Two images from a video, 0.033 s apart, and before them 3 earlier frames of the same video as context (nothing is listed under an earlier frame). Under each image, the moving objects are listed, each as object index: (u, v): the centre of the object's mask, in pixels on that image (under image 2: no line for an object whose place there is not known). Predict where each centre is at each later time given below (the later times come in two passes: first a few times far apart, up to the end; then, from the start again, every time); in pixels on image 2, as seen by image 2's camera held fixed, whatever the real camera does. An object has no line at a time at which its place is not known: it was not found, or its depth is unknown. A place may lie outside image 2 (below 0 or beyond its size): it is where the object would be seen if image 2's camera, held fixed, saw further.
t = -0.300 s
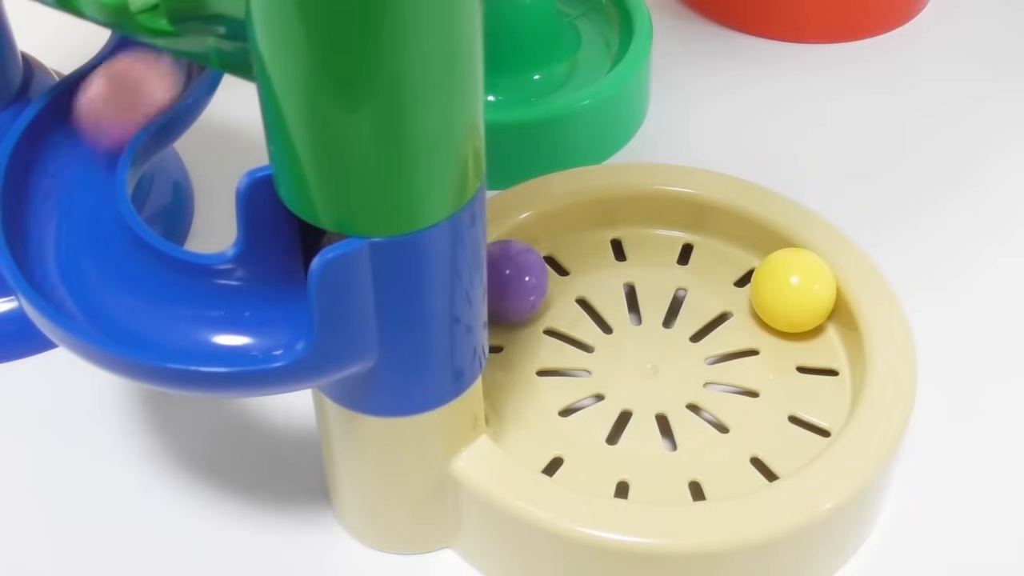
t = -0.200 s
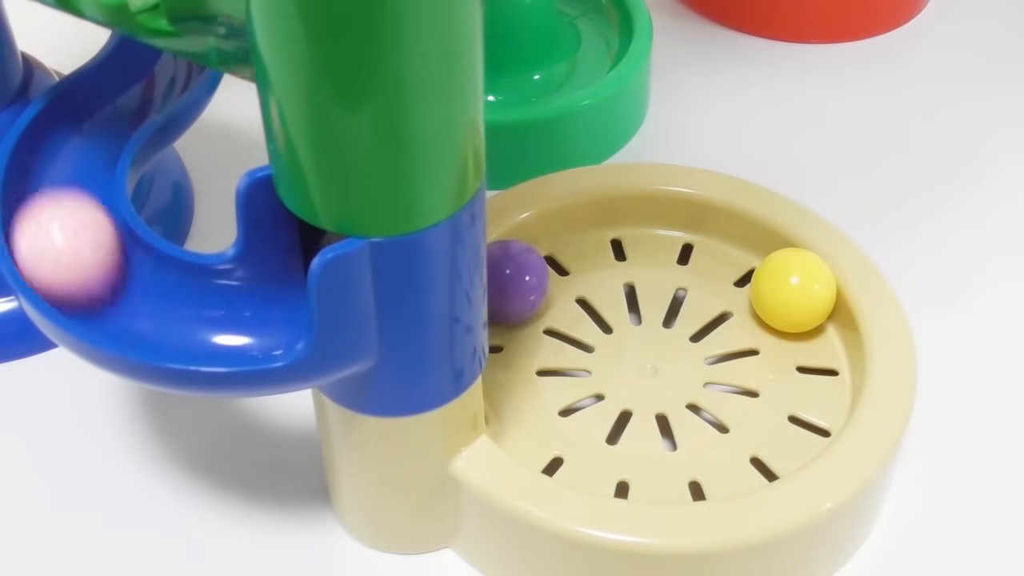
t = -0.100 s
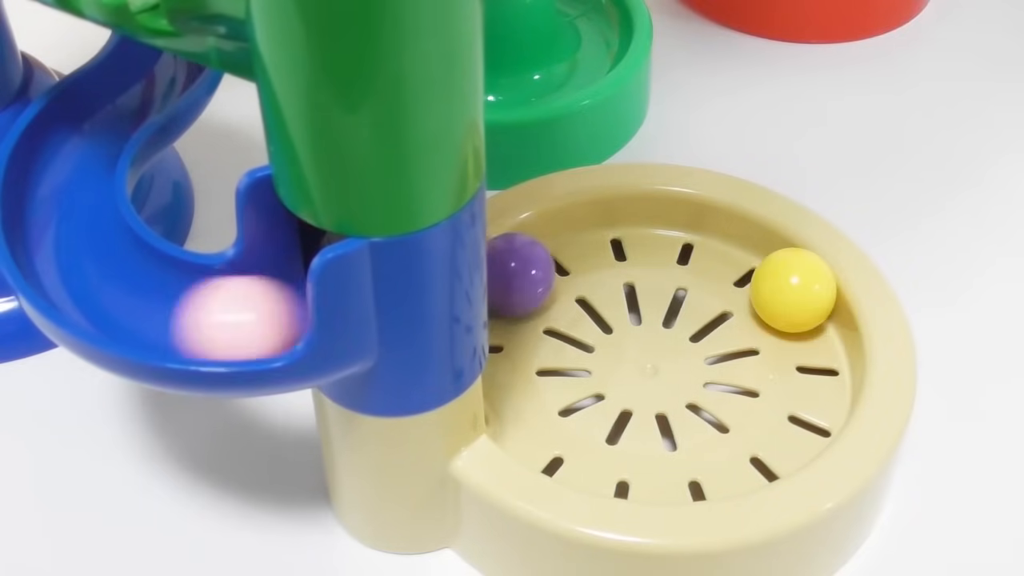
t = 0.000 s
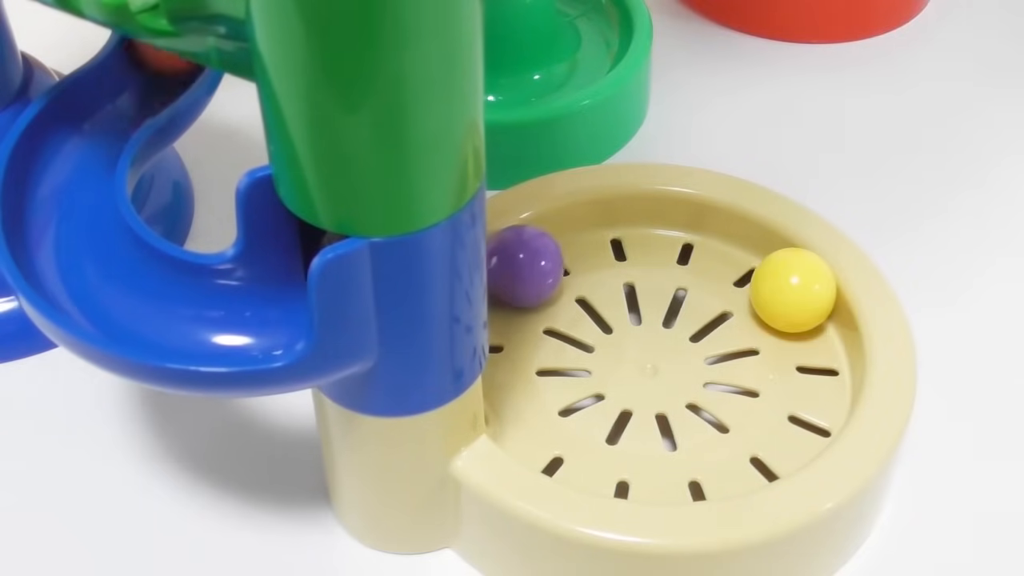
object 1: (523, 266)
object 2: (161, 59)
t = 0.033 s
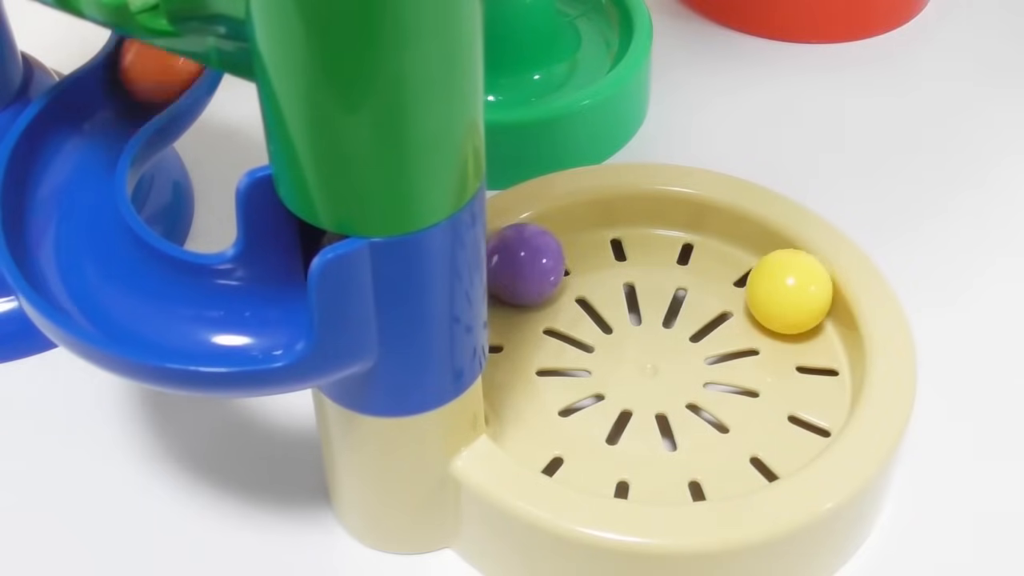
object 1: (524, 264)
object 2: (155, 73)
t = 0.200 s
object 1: (535, 254)
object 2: (66, 246)
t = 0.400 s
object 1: (548, 246)
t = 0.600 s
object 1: (571, 236)
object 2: (554, 332)
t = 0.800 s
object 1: (588, 230)
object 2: (650, 292)
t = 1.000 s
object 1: (592, 228)
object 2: (716, 331)
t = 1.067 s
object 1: (590, 229)
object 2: (718, 348)
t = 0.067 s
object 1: (525, 263)
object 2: (135, 89)
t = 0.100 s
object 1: (526, 262)
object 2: (95, 122)
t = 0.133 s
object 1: (531, 258)
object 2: (71, 161)
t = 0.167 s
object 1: (533, 256)
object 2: (59, 203)
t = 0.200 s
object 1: (535, 254)
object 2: (66, 246)
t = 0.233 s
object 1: (538, 252)
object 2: (97, 282)
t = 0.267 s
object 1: (540, 251)
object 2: (149, 308)
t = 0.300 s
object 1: (541, 250)
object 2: (217, 319)
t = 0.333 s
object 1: (543, 249)
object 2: (273, 312)
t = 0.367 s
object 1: (545, 248)
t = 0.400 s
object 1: (548, 246)
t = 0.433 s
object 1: (552, 244)
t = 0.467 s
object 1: (556, 243)
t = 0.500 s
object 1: (562, 239)
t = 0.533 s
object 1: (566, 238)
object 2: (504, 381)
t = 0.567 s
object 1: (569, 236)
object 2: (531, 353)
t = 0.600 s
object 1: (571, 236)
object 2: (554, 332)
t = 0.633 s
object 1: (575, 233)
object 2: (575, 319)
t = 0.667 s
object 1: (577, 231)
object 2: (605, 308)
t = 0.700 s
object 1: (580, 229)
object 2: (618, 297)
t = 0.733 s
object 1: (582, 228)
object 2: (625, 287)
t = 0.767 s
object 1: (585, 228)
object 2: (637, 286)
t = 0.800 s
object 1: (588, 230)
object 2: (650, 292)
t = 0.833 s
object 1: (590, 229)
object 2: (661, 296)
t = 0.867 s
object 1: (590, 229)
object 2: (671, 302)
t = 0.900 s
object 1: (591, 229)
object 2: (678, 311)
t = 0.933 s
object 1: (592, 228)
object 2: (681, 325)
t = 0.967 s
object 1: (592, 228)
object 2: (679, 339)
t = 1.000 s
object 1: (592, 228)
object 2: (716, 331)
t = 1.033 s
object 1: (591, 228)
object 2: (719, 338)
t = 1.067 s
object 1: (590, 229)
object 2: (718, 348)
